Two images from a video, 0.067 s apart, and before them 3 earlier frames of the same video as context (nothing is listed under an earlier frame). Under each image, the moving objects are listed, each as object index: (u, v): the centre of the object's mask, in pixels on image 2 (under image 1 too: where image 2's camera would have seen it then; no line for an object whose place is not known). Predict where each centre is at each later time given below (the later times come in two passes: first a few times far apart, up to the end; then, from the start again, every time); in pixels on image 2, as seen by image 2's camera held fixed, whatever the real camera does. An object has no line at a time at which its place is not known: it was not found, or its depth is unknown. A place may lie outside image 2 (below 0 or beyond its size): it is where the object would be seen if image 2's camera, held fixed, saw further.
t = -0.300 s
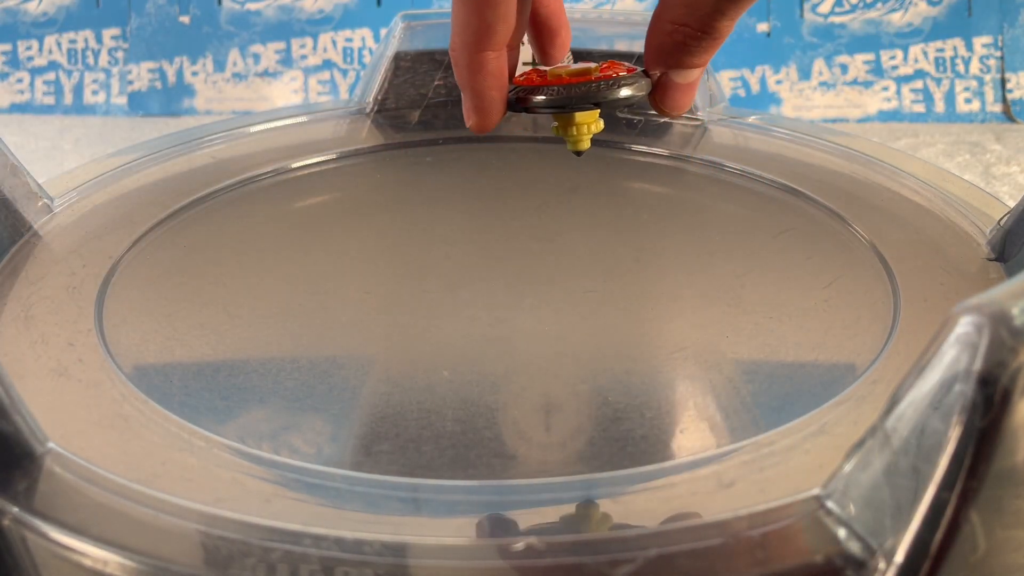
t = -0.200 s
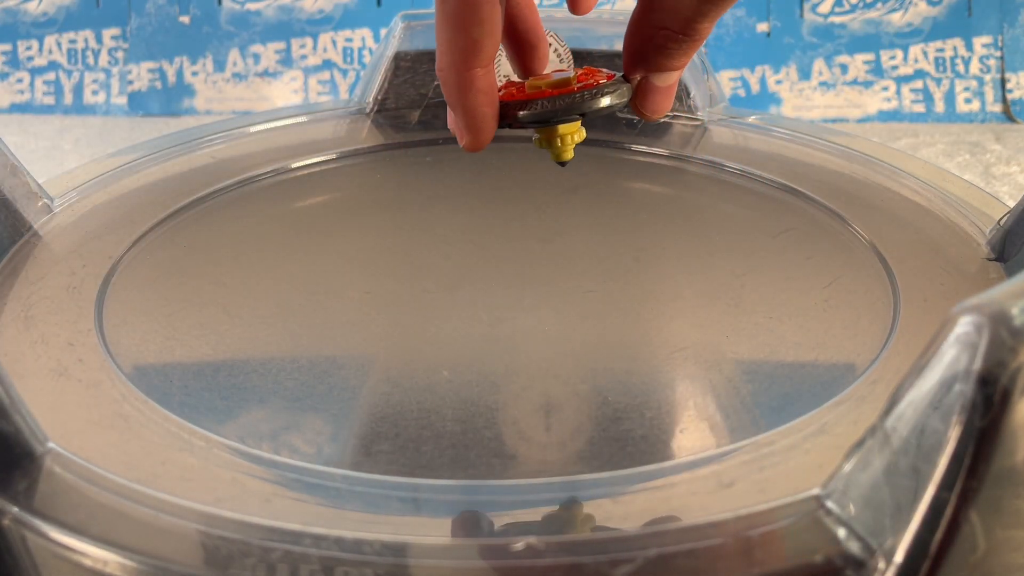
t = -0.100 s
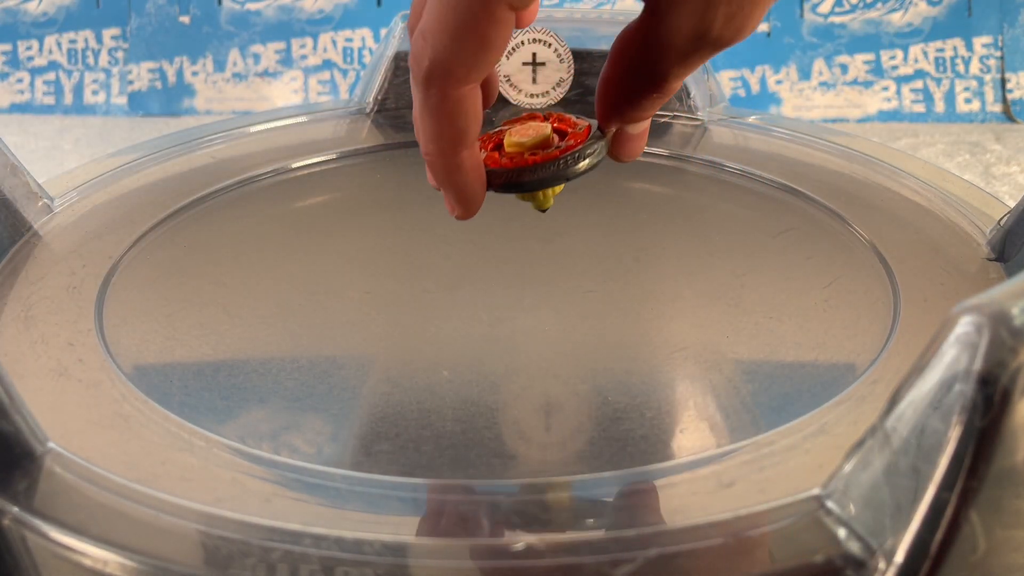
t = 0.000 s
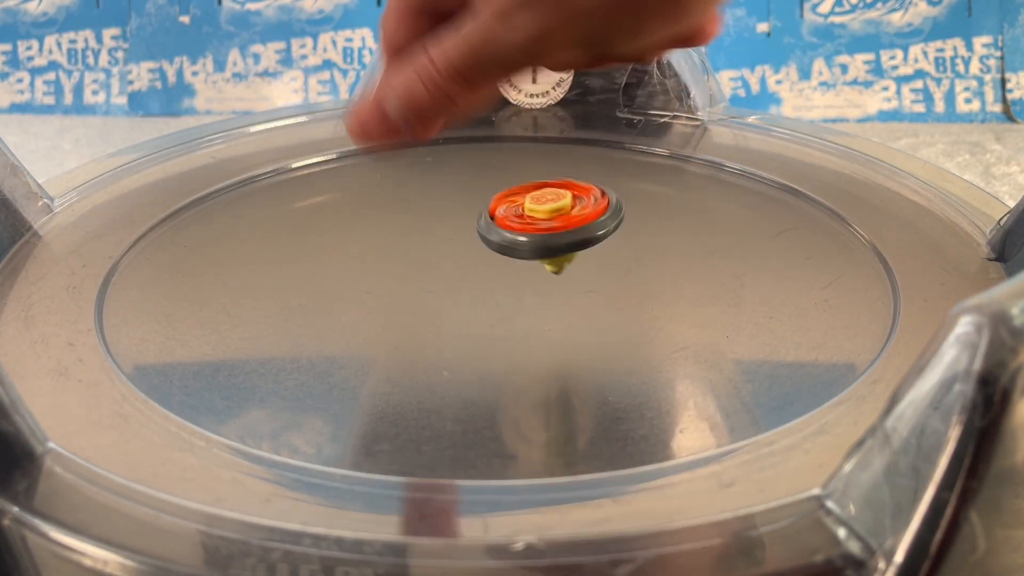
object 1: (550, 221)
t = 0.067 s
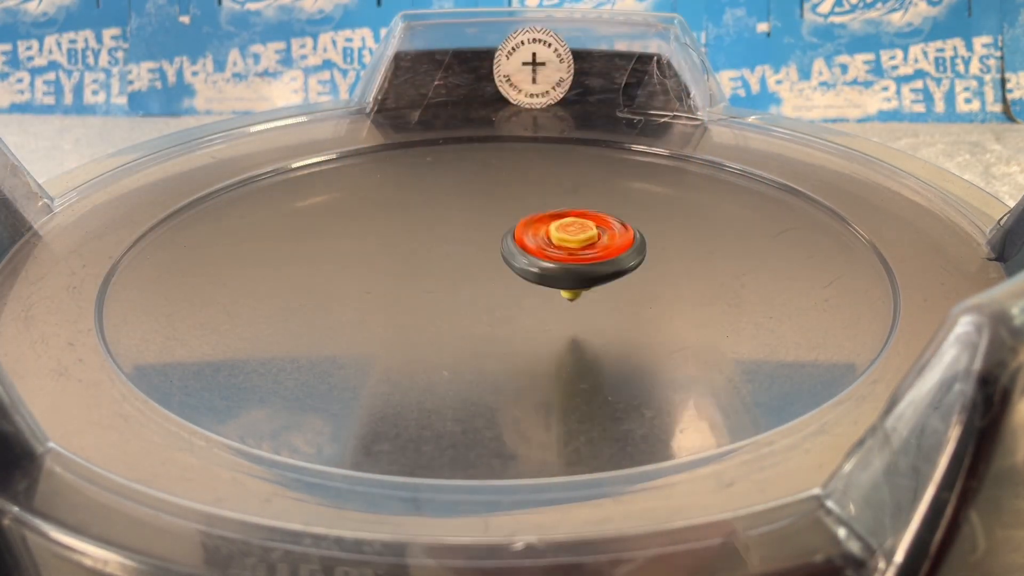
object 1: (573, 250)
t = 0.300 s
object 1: (588, 286)
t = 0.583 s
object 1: (566, 291)
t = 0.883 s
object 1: (535, 284)
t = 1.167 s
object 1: (521, 266)
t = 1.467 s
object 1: (528, 253)
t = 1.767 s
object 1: (546, 253)
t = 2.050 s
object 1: (538, 266)
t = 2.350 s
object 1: (503, 272)
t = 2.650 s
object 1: (479, 262)
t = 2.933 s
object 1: (488, 252)
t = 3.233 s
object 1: (514, 254)
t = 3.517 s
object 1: (523, 267)
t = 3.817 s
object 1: (501, 277)
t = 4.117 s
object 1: (475, 271)
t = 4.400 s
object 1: (484, 259)
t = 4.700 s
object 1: (512, 256)
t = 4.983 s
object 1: (526, 267)
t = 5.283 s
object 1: (509, 277)
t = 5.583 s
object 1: (482, 273)
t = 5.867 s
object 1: (485, 260)
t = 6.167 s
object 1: (513, 256)
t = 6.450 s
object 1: (527, 266)
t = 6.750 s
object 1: (511, 277)
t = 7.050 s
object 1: (484, 273)
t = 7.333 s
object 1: (485, 259)
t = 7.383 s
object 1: (490, 258)
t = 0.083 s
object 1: (575, 243)
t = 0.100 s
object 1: (575, 244)
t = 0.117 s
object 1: (574, 254)
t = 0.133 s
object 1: (575, 271)
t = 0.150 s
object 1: (578, 269)
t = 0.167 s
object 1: (579, 262)
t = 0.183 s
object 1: (582, 264)
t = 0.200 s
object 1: (585, 272)
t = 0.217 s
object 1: (587, 280)
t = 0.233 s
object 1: (588, 275)
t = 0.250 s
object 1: (589, 277)
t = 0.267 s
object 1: (591, 285)
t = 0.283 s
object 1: (590, 282)
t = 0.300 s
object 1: (588, 286)
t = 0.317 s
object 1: (588, 287)
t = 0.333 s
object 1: (586, 288)
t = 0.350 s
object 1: (583, 289)
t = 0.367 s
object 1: (580, 290)
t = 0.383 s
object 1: (579, 290)
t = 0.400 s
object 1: (576, 291)
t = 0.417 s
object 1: (573, 291)
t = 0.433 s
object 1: (572, 291)
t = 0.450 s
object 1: (571, 291)
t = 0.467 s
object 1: (570, 291)
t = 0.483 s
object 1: (569, 291)
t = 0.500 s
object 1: (570, 291)
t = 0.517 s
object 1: (569, 291)
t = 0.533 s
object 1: (568, 291)
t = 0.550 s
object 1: (568, 292)
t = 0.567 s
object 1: (568, 292)
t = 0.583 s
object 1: (566, 291)
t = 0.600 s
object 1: (564, 292)
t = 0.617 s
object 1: (564, 292)
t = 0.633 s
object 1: (563, 291)
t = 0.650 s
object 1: (560, 292)
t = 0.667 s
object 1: (559, 292)
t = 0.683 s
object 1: (558, 291)
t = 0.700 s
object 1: (555, 291)
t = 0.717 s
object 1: (553, 291)
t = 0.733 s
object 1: (553, 290)
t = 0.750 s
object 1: (550, 290)
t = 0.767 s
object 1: (548, 289)
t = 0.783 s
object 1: (546, 289)
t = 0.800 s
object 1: (545, 288)
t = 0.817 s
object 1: (543, 287)
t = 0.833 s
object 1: (540, 287)
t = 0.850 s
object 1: (540, 287)
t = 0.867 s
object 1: (538, 285)
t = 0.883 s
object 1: (535, 284)
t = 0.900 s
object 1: (534, 284)
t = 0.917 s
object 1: (533, 283)
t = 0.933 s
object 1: (531, 281)
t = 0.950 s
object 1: (529, 281)
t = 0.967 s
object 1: (529, 280)
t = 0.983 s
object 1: (528, 278)
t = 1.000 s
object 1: (526, 277)
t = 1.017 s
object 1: (525, 277)
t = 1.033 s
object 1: (525, 275)
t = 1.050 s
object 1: (524, 274)
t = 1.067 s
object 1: (522, 273)
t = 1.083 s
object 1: (523, 273)
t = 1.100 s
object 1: (523, 271)
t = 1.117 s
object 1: (521, 270)
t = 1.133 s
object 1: (521, 269)
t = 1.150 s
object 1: (522, 268)
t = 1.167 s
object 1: (521, 266)
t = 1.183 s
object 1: (521, 265)
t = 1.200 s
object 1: (522, 264)
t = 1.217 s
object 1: (522, 263)
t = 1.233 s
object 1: (521, 262)
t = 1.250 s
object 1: (522, 261)
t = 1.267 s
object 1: (523, 260)
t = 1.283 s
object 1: (523, 259)
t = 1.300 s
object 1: (522, 259)
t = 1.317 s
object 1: (524, 258)
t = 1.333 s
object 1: (525, 257)
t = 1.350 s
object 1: (523, 257)
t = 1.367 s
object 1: (525, 256)
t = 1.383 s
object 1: (526, 255)
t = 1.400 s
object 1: (526, 254)
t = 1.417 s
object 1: (526, 254)
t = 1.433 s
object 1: (528, 254)
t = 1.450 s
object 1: (529, 252)
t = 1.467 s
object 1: (528, 253)
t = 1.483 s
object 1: (530, 252)
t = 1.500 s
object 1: (531, 251)
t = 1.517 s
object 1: (531, 251)
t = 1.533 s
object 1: (532, 252)
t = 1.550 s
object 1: (534, 251)
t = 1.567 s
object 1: (535, 250)
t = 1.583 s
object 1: (535, 251)
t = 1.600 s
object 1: (537, 251)
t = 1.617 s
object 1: (539, 250)
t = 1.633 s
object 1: (539, 250)
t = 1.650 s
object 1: (540, 251)
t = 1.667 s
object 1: (543, 250)
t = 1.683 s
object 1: (543, 250)
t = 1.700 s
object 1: (543, 251)
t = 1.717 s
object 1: (545, 252)
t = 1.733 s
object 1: (545, 251)
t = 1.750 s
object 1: (545, 252)
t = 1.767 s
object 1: (546, 253)
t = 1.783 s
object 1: (547, 253)
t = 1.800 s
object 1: (547, 253)
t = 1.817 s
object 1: (546, 255)
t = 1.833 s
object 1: (548, 255)
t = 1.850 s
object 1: (548, 255)
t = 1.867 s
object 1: (547, 257)
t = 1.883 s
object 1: (547, 257)
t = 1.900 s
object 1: (548, 257)
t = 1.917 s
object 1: (546, 259)
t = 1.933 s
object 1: (545, 260)
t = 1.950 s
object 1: (546, 260)
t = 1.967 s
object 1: (544, 261)
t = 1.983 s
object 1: (542, 262)
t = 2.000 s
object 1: (542, 263)
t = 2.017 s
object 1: (541, 263)
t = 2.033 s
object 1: (539, 264)
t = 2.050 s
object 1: (538, 266)
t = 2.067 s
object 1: (538, 266)
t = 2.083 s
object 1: (536, 266)
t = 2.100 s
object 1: (533, 267)
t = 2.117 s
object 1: (532, 268)
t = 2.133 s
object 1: (530, 268)
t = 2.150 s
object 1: (527, 269)
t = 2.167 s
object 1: (525, 270)
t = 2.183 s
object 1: (525, 270)
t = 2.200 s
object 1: (522, 270)
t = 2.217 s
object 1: (519, 271)
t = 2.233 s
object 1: (518, 271)
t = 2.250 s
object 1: (516, 271)
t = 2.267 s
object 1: (513, 271)
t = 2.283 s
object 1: (511, 272)
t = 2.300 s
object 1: (509, 272)
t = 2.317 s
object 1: (506, 271)
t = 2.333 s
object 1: (504, 272)
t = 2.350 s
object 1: (503, 272)
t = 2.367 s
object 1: (501, 271)
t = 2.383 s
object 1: (497, 271)
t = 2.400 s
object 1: (496, 271)
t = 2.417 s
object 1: (495, 271)
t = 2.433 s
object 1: (492, 270)
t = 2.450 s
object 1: (490, 270)
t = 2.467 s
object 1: (490, 270)
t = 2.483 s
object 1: (488, 269)
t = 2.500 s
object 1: (486, 269)
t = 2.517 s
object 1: (486, 268)
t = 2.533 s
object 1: (484, 267)
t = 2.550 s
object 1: (482, 267)
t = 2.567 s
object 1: (482, 267)
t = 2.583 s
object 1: (482, 266)
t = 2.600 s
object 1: (480, 265)
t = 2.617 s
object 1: (479, 264)
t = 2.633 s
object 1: (480, 264)
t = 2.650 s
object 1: (479, 262)
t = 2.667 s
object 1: (478, 262)
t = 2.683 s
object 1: (478, 262)
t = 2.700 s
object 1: (479, 260)
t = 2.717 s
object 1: (477, 260)
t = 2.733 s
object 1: (478, 259)
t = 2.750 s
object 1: (479, 258)
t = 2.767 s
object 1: (479, 257)
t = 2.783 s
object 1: (479, 257)
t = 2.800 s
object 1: (481, 257)
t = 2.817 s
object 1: (481, 255)
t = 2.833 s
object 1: (481, 255)
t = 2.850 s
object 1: (483, 255)
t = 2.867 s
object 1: (484, 254)
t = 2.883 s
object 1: (484, 253)
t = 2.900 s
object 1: (485, 253)
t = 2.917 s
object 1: (488, 253)
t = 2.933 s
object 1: (488, 252)
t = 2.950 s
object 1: (489, 252)
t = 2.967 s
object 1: (491, 252)
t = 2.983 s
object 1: (493, 251)
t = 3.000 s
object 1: (493, 252)
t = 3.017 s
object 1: (495, 252)
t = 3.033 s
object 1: (497, 251)
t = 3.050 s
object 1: (498, 251)
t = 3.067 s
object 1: (499, 251)
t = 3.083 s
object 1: (503, 251)
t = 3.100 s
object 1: (503, 251)
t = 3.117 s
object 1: (504, 252)
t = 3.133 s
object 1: (507, 252)
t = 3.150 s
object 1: (508, 251)
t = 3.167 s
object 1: (509, 252)
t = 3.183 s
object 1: (511, 253)
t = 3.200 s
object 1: (512, 253)
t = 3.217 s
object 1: (513, 253)
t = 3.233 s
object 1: (514, 254)
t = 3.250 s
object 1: (517, 254)
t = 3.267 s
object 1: (517, 255)
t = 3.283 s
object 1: (517, 256)
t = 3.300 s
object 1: (520, 256)
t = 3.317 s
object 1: (521, 256)
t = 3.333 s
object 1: (520, 258)
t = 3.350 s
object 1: (522, 259)
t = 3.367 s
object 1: (523, 259)
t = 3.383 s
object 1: (522, 260)
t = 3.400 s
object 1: (523, 261)
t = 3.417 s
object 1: (525, 261)
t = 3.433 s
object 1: (524, 262)
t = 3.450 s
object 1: (523, 263)
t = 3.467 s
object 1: (525, 264)
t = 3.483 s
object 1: (524, 265)
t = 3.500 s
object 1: (523, 266)
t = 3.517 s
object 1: (523, 267)
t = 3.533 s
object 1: (523, 267)
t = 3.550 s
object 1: (521, 268)
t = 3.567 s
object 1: (521, 270)
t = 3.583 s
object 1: (521, 270)
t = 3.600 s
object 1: (520, 270)
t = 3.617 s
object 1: (518, 272)
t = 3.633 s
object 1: (518, 272)
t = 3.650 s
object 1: (516, 273)
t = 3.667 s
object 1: (514, 274)
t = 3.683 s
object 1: (513, 274)
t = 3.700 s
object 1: (513, 274)
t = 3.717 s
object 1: (510, 275)
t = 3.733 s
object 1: (508, 276)
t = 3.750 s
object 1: (508, 276)
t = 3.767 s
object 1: (506, 276)
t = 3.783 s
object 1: (503, 277)
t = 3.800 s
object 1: (503, 277)
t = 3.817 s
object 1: (501, 277)
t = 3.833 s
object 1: (498, 277)
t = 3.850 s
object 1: (497, 277)
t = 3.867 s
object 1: (496, 277)
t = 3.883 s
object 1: (493, 277)
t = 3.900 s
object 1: (492, 277)
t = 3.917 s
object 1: (491, 277)
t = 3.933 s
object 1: (488, 276)
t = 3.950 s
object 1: (486, 276)
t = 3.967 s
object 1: (486, 276)
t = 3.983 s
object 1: (484, 275)
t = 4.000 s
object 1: (482, 275)
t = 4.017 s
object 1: (481, 275)
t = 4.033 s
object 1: (481, 274)
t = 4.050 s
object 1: (478, 273)
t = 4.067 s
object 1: (478, 273)
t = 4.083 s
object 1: (478, 272)
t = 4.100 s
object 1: (476, 271)
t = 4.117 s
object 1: (475, 271)
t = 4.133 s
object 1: (476, 270)
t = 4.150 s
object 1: (474, 269)
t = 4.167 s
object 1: (473, 269)
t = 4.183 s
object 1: (475, 268)
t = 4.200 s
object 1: (474, 267)
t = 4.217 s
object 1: (473, 266)
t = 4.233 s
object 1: (475, 266)
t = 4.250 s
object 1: (475, 264)
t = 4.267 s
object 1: (475, 264)
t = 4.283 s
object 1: (475, 263)
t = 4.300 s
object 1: (477, 262)
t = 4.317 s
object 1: (477, 261)
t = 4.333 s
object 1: (478, 261)
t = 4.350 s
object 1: (480, 260)
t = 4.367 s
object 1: (480, 259)
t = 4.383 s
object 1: (481, 259)
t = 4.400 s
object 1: (484, 259)
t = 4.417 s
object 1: (485, 257)
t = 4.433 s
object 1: (485, 258)
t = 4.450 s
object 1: (487, 257)
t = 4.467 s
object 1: (490, 256)
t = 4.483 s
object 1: (490, 256)
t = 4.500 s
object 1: (492, 257)
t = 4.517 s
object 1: (495, 256)
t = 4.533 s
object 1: (495, 256)
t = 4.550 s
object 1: (497, 256)
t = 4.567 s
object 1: (500, 255)
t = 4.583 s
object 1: (501, 255)
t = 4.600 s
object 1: (502, 256)
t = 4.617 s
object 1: (505, 256)
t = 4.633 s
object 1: (506, 255)
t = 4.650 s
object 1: (507, 256)
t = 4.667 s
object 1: (509, 256)
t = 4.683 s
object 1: (511, 256)
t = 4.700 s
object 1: (512, 256)
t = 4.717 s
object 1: (513, 257)
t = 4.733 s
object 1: (515, 257)
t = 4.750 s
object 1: (516, 257)
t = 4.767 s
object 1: (517, 258)
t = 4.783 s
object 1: (520, 258)
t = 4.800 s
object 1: (520, 258)
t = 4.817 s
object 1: (520, 260)
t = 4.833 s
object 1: (523, 260)
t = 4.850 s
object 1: (523, 260)
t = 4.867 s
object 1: (523, 262)
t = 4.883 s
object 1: (525, 262)
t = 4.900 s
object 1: (526, 262)
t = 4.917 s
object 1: (525, 264)
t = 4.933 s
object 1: (526, 264)
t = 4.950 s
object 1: (527, 264)
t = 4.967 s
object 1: (526, 266)
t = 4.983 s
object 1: (526, 267)
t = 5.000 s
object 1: (527, 267)
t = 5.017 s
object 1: (526, 268)
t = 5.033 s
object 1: (525, 269)
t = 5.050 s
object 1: (526, 269)
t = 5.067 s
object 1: (525, 270)
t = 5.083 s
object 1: (523, 271)
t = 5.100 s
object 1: (524, 272)
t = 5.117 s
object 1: (523, 272)
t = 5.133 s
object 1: (521, 273)
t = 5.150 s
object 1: (521, 274)
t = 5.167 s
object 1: (519, 274)
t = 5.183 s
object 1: (517, 275)
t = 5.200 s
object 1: (516, 276)
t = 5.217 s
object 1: (516, 276)
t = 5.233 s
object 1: (513, 276)
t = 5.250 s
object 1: (511, 277)
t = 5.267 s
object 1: (511, 277)
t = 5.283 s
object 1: (509, 277)
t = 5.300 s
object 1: (506, 278)
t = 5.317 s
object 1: (506, 278)
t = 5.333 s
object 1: (504, 278)
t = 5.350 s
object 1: (501, 278)
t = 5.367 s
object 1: (500, 279)
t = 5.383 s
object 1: (499, 278)
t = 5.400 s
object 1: (495, 278)
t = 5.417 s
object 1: (494, 278)
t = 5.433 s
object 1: (493, 277)
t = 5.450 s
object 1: (491, 277)
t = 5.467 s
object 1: (489, 277)
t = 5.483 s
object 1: (489, 276)
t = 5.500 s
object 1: (486, 276)
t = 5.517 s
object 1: (485, 276)
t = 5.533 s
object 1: (485, 275)
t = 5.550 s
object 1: (483, 274)
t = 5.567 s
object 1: (481, 274)
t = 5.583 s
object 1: (482, 273)
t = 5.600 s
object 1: (480, 272)
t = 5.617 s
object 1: (479, 272)
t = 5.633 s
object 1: (480, 271)
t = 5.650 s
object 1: (479, 270)
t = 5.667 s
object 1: (478, 269)
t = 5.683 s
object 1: (479, 269)
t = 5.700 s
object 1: (479, 267)
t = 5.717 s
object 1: (478, 267)
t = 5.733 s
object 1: (479, 266)
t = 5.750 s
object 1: (479, 265)
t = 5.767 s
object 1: (479, 264)
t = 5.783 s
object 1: (480, 264)
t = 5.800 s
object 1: (481, 263)
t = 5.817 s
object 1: (482, 262)
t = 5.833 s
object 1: (482, 262)
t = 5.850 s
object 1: (485, 261)
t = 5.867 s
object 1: (485, 260)
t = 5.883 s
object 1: (486, 260)
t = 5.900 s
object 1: (489, 259)
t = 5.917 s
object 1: (489, 258)
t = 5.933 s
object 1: (490, 258)
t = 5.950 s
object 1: (493, 258)
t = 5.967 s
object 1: (494, 257)
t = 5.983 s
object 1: (494, 257)
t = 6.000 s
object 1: (497, 257)
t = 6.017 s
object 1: (499, 256)
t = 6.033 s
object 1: (499, 256)
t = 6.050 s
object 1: (501, 257)
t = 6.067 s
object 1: (504, 256)
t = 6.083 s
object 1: (504, 256)
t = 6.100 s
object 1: (506, 256)
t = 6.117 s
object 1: (509, 256)
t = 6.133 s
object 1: (509, 256)
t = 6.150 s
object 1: (510, 257)
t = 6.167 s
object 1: (513, 256)
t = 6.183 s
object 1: (514, 256)
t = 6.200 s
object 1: (515, 257)
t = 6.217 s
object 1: (518, 257)
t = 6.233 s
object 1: (518, 257)
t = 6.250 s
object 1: (519, 258)
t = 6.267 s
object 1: (521, 258)
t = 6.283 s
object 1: (522, 258)
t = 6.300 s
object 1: (522, 260)
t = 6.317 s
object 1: (524, 260)
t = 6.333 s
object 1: (524, 260)
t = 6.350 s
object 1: (524, 261)
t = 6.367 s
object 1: (526, 262)
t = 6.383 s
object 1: (526, 262)
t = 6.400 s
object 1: (526, 263)
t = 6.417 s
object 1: (527, 264)
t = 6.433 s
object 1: (528, 264)
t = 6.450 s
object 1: (527, 266)
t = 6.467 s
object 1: (527, 267)
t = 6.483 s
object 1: (528, 267)
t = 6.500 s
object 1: (527, 268)
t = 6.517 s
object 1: (526, 269)
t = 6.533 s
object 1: (527, 269)
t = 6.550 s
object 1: (525, 270)
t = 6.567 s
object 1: (524, 272)
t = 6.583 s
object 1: (525, 272)
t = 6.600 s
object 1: (523, 272)
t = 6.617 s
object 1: (521, 274)
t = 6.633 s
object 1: (521, 274)
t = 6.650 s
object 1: (520, 274)
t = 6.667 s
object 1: (517, 275)
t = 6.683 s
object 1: (517, 276)
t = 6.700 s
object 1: (516, 276)
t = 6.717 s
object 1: (513, 277)
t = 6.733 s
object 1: (512, 277)
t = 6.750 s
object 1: (511, 277)
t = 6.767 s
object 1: (507, 277)
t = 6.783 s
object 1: (506, 278)
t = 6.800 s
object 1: (505, 277)
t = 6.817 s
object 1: (502, 278)
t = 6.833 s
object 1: (501, 278)
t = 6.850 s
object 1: (500, 278)
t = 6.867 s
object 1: (497, 277)
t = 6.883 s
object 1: (495, 278)
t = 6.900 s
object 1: (495, 277)
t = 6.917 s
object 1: (492, 277)
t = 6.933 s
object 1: (490, 277)
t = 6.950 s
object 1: (491, 276)
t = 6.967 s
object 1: (488, 275)
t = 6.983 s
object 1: (486, 275)
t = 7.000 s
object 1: (487, 275)
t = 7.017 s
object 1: (484, 274)
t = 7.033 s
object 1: (483, 273)
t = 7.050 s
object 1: (484, 273)
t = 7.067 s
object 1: (482, 272)
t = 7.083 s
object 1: (480, 271)
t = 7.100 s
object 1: (482, 271)
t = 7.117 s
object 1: (480, 269)
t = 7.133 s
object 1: (479, 269)
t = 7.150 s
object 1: (481, 268)
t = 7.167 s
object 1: (480, 267)
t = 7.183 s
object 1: (479, 266)
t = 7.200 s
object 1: (481, 266)
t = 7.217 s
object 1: (481, 264)
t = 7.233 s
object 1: (480, 264)
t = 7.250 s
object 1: (482, 263)
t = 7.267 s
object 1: (483, 262)
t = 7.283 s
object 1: (482, 261)
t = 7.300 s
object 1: (484, 261)
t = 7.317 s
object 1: (485, 260)
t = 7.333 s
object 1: (485, 259)
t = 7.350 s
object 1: (487, 259)
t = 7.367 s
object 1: (489, 258)
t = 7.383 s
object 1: (490, 258)
